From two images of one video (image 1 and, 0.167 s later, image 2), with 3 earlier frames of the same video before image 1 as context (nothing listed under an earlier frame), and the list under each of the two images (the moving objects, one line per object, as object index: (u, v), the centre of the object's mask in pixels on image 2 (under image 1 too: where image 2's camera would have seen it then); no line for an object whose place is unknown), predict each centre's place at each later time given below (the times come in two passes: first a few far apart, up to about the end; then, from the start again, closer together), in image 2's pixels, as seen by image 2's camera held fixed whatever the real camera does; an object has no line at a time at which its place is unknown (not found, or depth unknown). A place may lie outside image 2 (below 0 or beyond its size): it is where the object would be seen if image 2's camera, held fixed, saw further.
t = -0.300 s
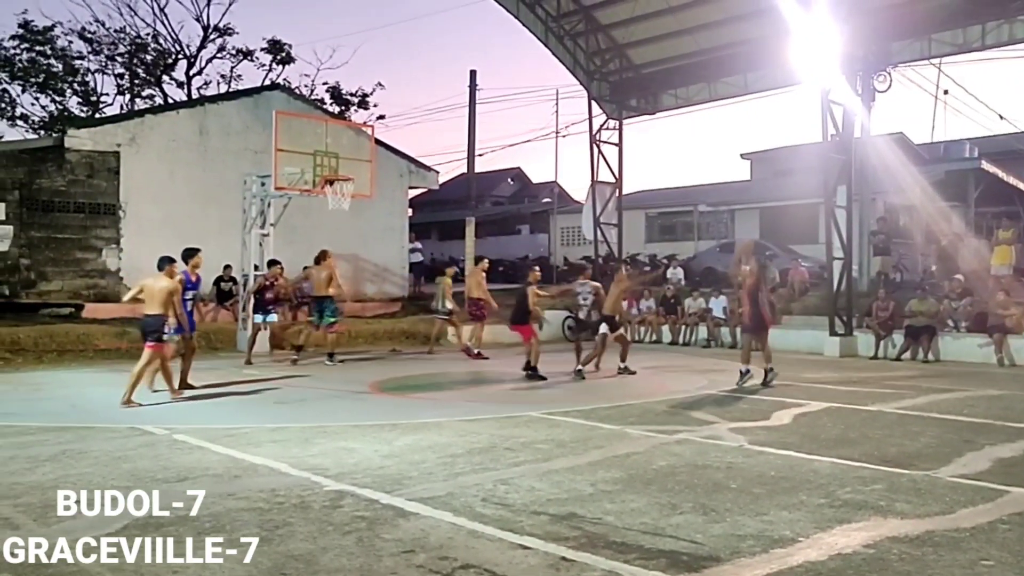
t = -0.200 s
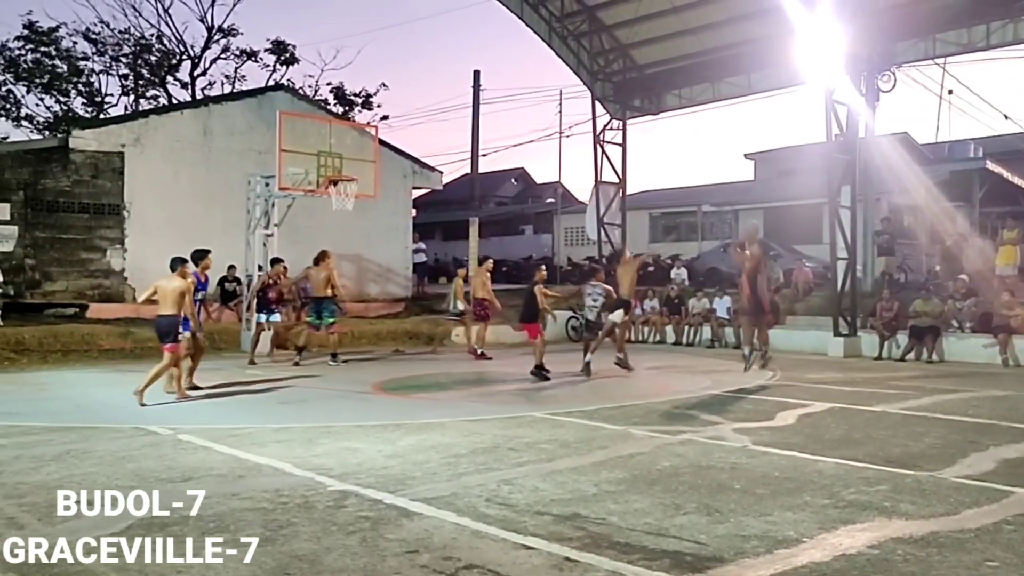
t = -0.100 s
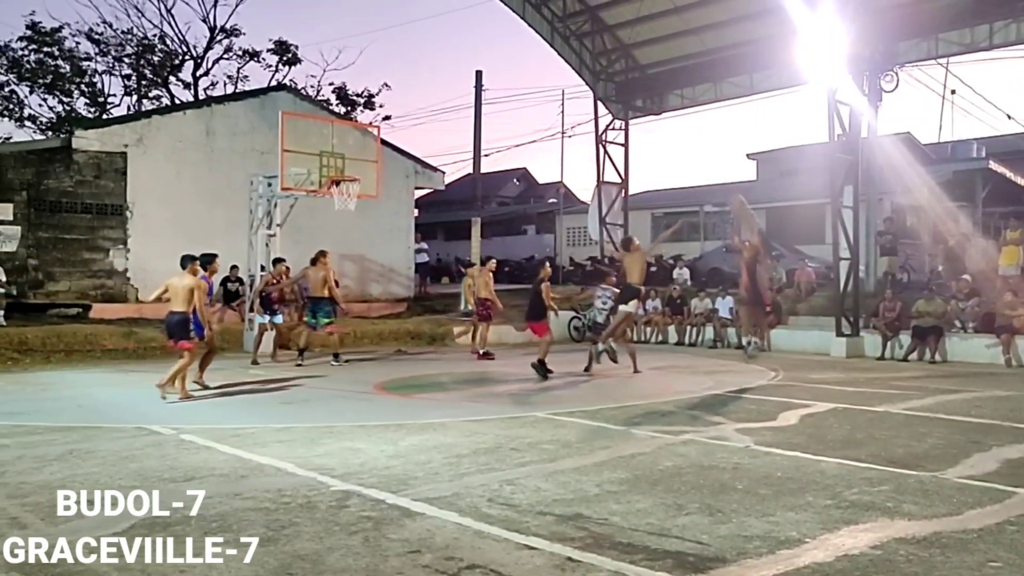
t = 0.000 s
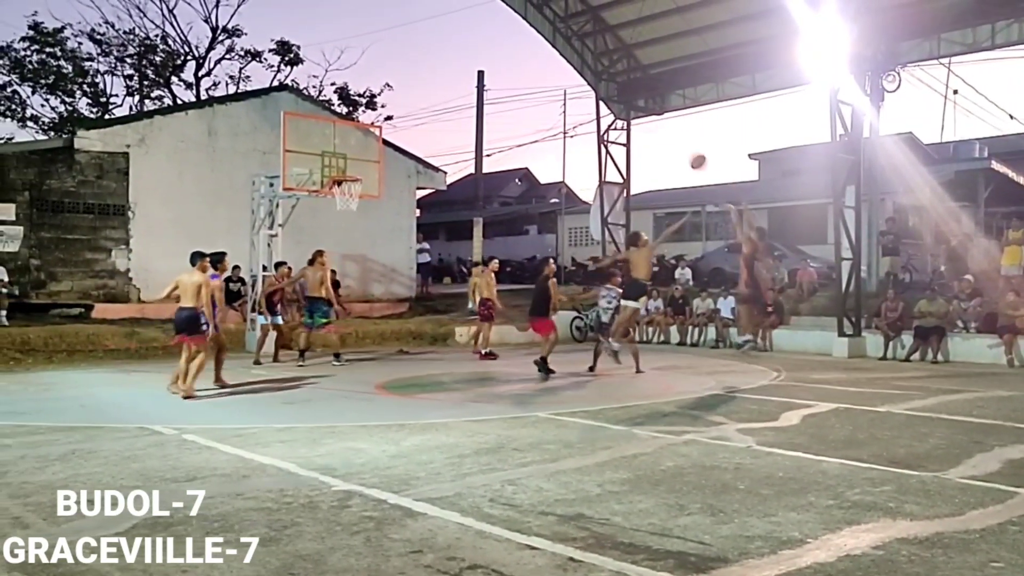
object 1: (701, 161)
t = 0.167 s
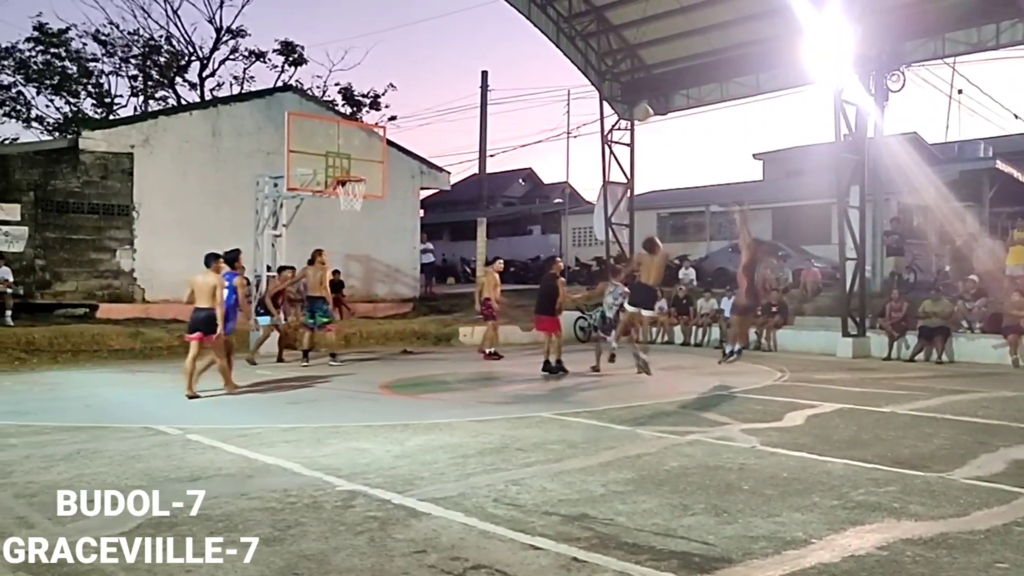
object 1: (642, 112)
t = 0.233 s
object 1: (618, 99)
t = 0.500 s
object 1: (523, 72)
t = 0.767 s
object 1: (439, 94)
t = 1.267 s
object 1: (343, 228)
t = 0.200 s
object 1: (630, 108)
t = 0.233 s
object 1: (618, 99)
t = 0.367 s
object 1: (569, 79)
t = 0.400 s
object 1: (557, 76)
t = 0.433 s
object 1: (545, 74)
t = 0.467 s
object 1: (534, 73)
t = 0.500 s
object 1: (523, 72)
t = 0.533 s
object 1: (512, 72)
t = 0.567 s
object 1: (501, 73)
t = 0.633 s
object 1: (481, 78)
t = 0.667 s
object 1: (470, 81)
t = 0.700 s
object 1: (459, 85)
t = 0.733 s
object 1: (449, 89)
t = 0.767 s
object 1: (439, 94)
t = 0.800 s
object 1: (430, 100)
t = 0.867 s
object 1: (411, 114)
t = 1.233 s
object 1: (343, 218)
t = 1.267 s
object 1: (343, 228)
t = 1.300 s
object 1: (344, 240)
